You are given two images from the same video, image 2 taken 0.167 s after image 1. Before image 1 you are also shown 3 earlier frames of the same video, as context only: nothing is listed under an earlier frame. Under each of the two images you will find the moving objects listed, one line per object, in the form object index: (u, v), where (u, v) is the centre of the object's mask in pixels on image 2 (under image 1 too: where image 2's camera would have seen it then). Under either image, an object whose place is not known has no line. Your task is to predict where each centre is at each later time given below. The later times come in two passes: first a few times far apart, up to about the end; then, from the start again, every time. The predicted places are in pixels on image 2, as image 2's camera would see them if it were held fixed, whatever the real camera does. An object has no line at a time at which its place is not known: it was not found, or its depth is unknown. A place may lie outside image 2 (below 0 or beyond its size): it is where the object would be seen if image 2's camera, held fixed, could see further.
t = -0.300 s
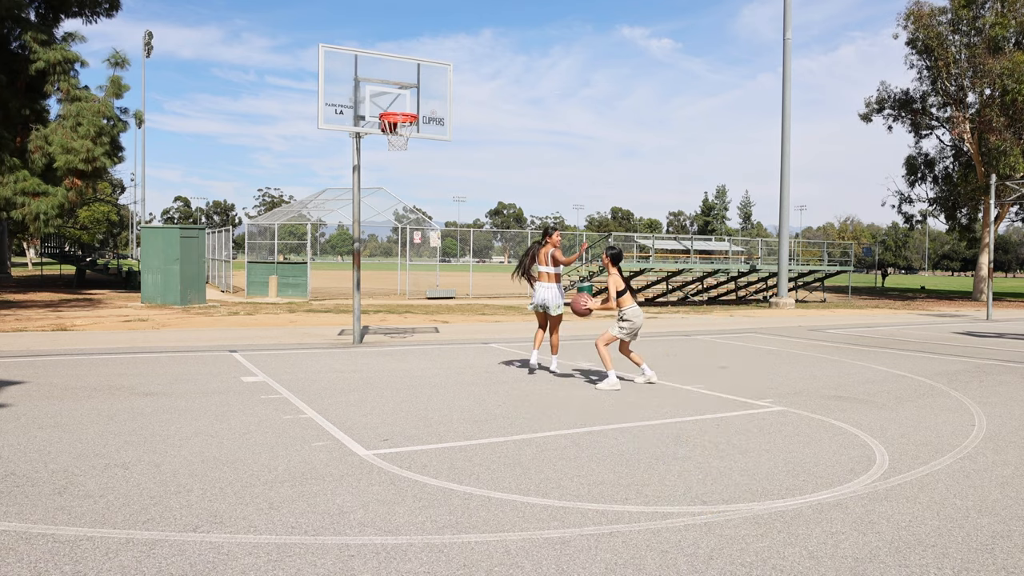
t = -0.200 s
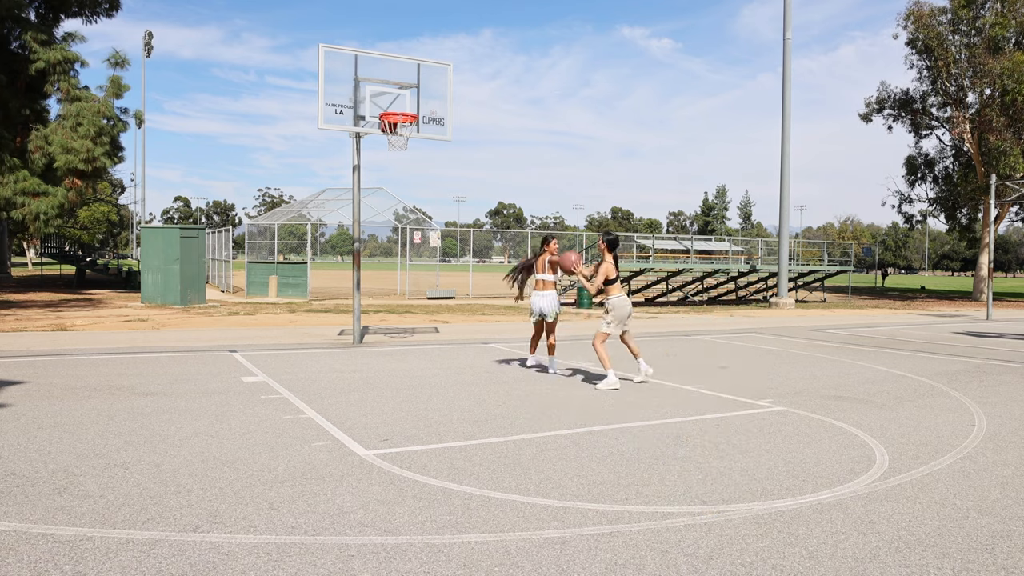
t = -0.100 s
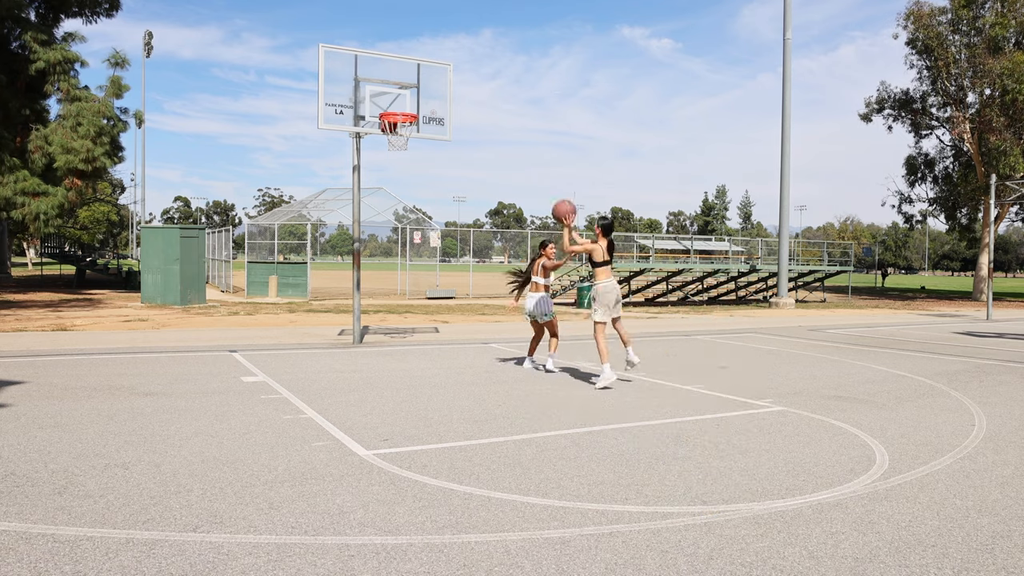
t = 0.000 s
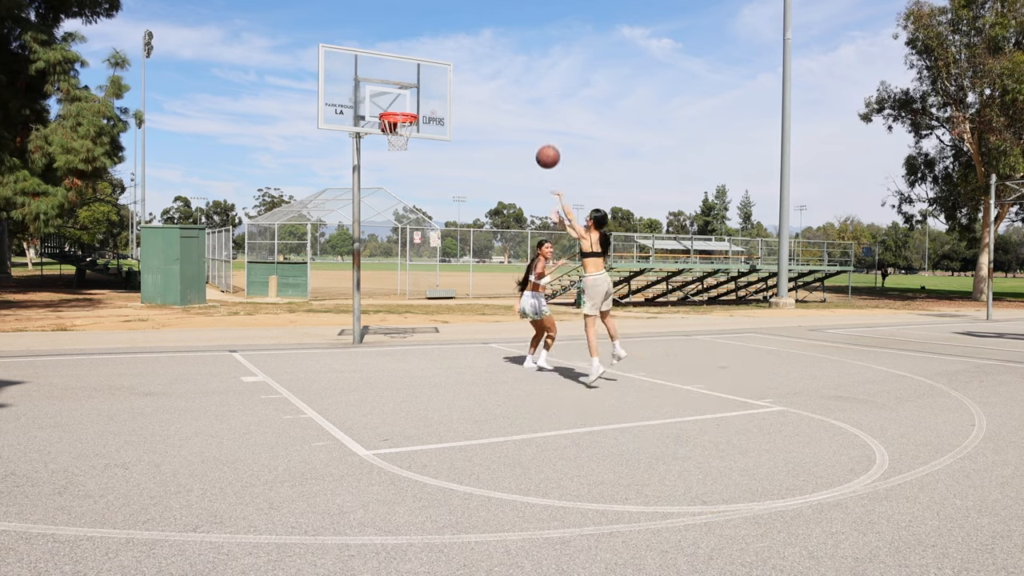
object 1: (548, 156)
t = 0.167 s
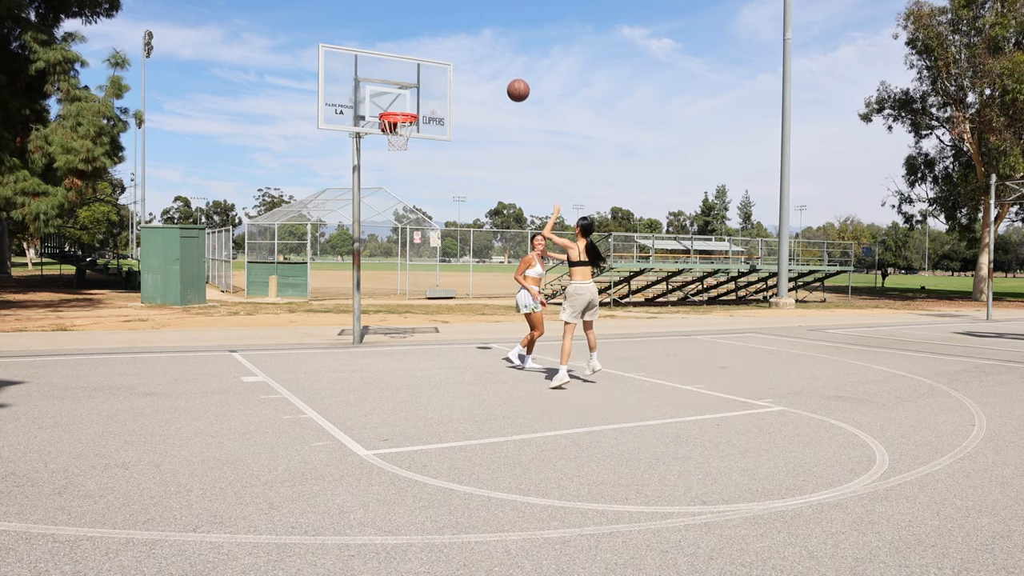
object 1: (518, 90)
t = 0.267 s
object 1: (502, 66)
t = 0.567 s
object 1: (458, 51)
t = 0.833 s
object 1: (424, 99)
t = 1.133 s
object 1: (442, 88)
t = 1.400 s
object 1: (463, 122)
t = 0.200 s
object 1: (512, 81)
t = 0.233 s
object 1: (507, 73)
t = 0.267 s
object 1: (502, 66)
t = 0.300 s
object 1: (496, 60)
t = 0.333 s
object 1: (491, 55)
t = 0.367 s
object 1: (486, 52)
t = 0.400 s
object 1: (481, 49)
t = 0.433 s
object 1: (476, 48)
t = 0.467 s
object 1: (472, 47)
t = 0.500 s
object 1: (467, 47)
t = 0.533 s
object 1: (462, 49)
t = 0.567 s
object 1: (458, 51)
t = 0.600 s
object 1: (453, 54)
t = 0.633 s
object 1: (449, 58)
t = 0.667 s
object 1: (444, 63)
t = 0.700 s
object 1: (440, 68)
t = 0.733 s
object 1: (436, 75)
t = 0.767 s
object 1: (432, 82)
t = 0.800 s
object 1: (428, 90)
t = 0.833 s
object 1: (424, 99)
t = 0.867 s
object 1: (420, 107)
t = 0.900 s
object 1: (423, 103)
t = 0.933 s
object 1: (425, 98)
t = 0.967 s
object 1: (428, 94)
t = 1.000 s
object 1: (431, 91)
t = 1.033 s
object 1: (434, 89)
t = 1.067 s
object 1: (437, 88)
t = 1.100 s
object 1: (439, 88)
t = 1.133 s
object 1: (442, 88)
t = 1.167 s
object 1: (445, 89)
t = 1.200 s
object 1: (448, 92)
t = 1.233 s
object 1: (450, 95)
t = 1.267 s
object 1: (453, 99)
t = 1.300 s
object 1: (456, 103)
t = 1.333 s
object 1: (458, 109)
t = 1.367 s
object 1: (461, 115)
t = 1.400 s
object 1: (463, 122)
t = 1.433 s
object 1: (466, 130)
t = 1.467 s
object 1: (468, 139)
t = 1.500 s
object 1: (471, 149)
